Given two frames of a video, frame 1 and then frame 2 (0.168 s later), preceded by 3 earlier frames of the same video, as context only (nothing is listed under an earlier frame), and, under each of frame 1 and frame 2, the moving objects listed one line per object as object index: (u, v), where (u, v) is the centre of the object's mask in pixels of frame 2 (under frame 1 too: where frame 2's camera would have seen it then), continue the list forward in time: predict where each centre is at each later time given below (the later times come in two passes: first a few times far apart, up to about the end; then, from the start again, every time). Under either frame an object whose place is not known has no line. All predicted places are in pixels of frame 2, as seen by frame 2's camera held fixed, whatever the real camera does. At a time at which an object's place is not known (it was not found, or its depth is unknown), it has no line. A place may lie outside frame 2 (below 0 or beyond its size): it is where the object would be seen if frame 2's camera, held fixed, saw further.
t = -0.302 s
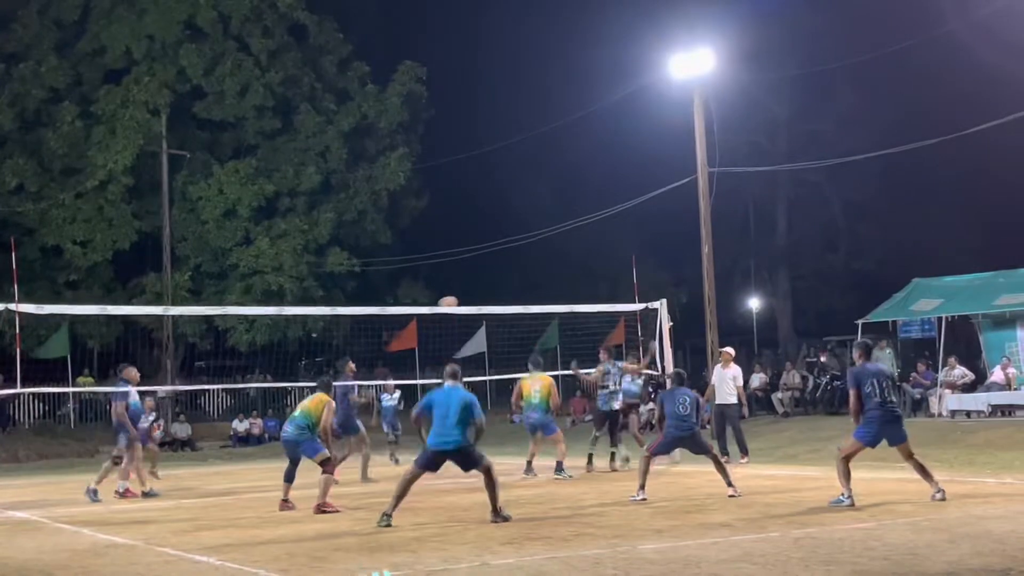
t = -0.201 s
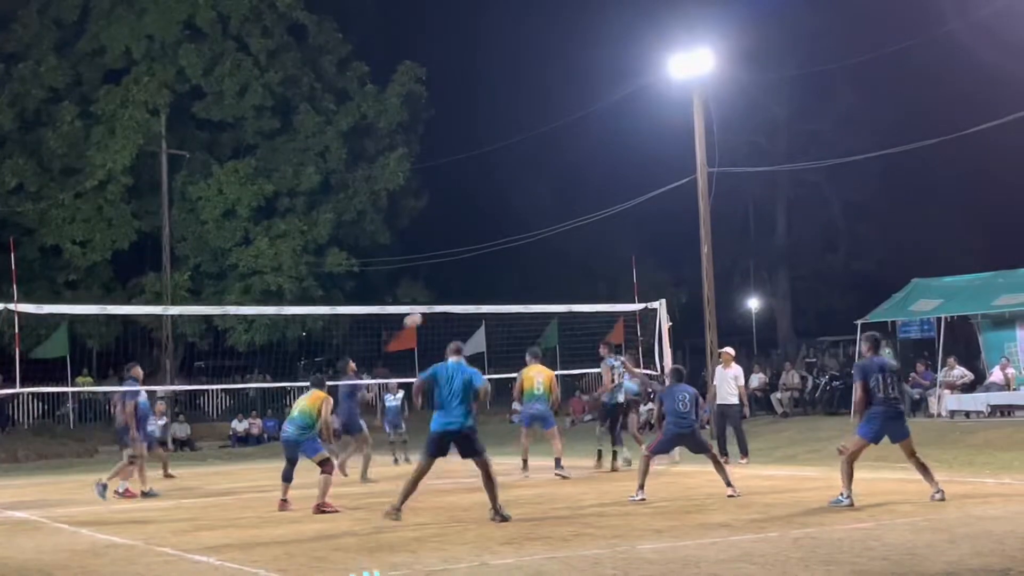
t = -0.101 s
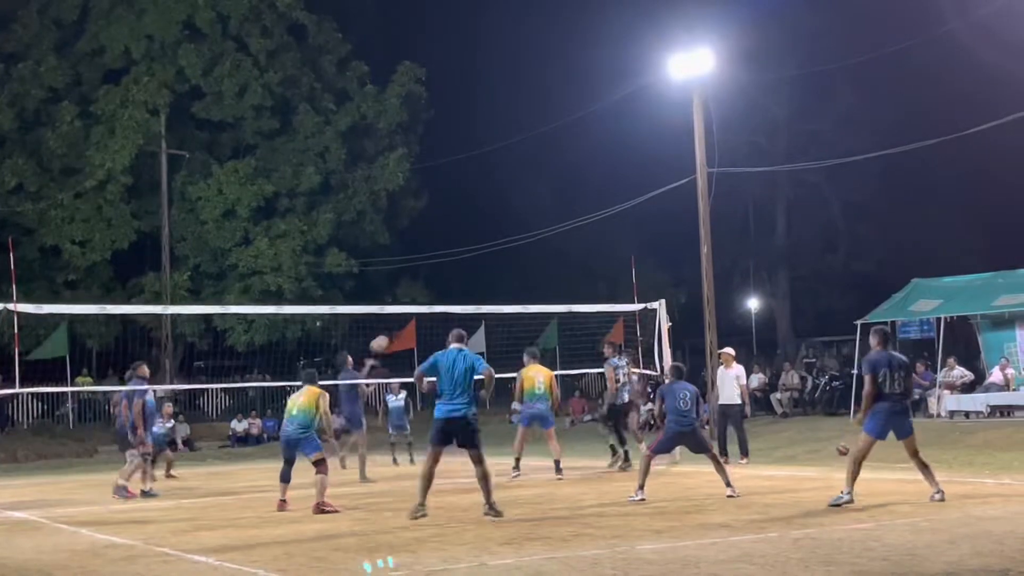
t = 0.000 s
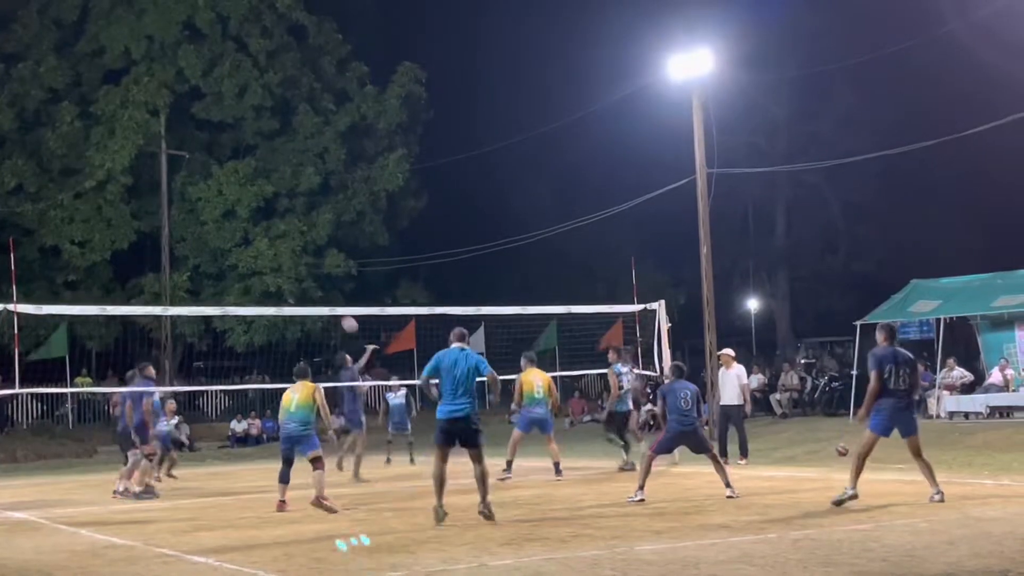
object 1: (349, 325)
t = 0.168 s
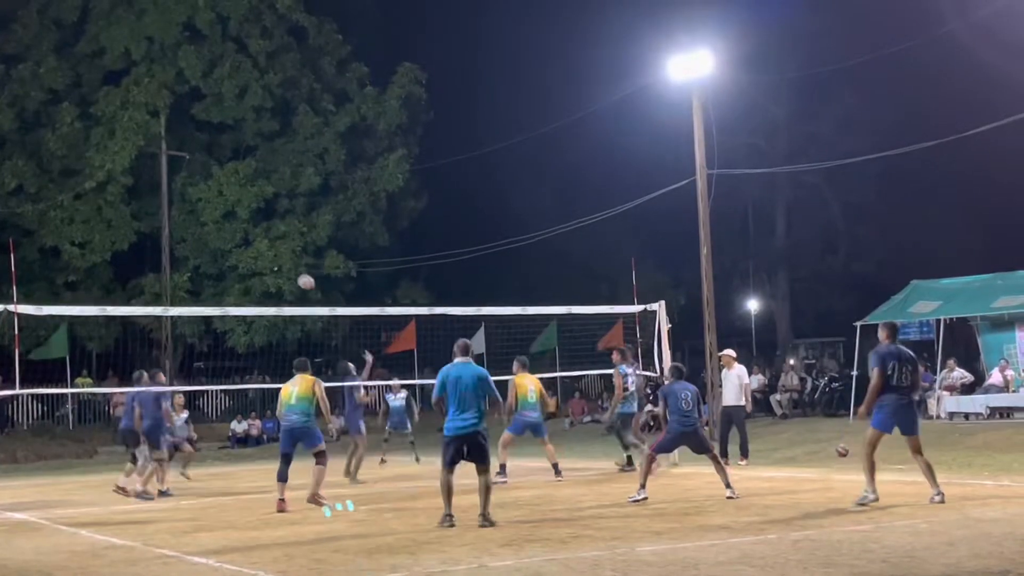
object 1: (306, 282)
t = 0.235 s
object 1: (289, 270)
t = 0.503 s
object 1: (220, 251)
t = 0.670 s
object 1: (179, 262)
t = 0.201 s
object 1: (298, 275)
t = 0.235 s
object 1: (289, 270)
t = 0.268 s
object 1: (280, 265)
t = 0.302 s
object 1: (271, 261)
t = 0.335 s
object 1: (263, 257)
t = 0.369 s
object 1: (254, 255)
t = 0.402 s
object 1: (245, 252)
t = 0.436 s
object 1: (237, 252)
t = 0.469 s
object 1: (229, 251)
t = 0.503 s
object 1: (220, 251)
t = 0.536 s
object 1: (212, 252)
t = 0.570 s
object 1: (203, 253)
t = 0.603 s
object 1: (196, 255)
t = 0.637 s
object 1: (187, 258)
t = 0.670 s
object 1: (179, 262)
